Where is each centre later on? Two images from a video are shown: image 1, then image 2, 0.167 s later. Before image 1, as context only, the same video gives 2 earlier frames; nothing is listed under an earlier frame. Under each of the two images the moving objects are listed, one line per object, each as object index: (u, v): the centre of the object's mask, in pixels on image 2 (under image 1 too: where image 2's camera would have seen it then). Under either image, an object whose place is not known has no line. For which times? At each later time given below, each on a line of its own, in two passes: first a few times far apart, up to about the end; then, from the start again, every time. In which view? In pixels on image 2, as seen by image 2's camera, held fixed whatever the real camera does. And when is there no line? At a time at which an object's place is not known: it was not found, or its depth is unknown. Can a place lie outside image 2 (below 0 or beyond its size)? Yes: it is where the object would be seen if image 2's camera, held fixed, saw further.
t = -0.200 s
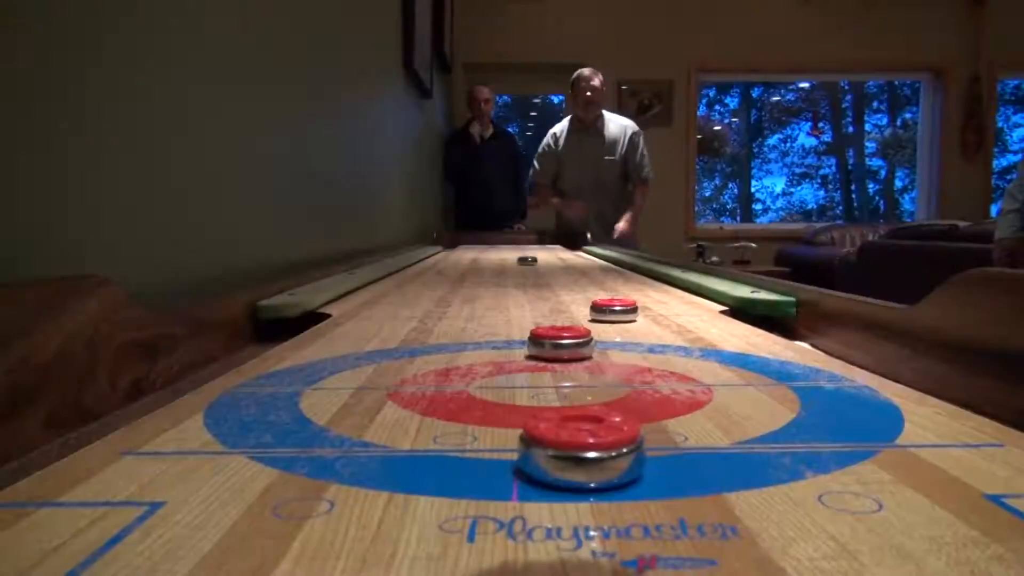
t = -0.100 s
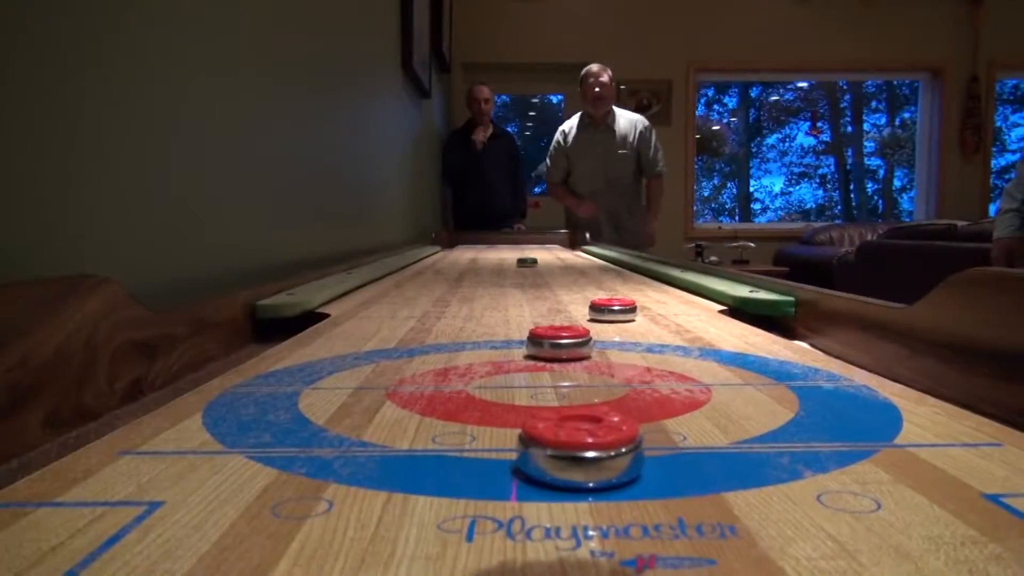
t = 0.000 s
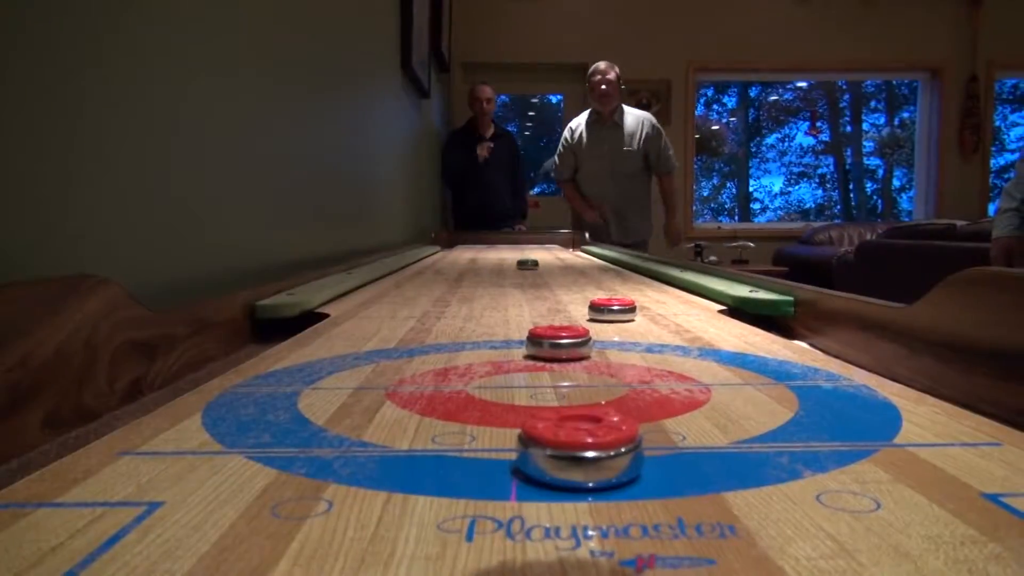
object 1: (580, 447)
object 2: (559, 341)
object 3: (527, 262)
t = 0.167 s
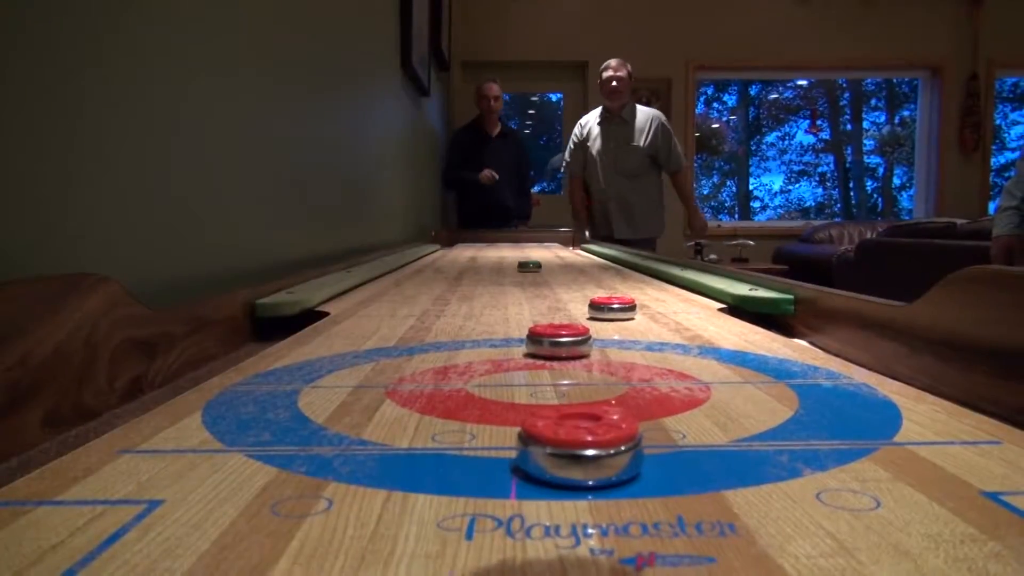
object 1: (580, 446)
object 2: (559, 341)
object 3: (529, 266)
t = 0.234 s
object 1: (581, 446)
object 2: (559, 341)
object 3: (530, 268)
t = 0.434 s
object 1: (581, 446)
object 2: (559, 341)
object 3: (532, 274)
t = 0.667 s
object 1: (580, 447)
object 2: (559, 341)
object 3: (536, 283)
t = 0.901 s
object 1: (580, 447)
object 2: (559, 341)
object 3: (539, 294)
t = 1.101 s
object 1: (580, 447)
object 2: (559, 341)
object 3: (541, 306)
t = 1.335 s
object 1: (579, 446)
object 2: (559, 341)
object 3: (537, 321)
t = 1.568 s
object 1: (579, 447)
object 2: (593, 368)
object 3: (525, 332)
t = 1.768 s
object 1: (579, 446)
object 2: (652, 406)
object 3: (518, 333)
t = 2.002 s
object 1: (519, 469)
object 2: (797, 458)
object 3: (517, 333)
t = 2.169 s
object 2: (941, 495)
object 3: (517, 333)
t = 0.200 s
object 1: (580, 446)
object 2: (559, 341)
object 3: (529, 267)
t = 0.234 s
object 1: (581, 446)
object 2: (559, 341)
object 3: (530, 268)
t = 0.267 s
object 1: (581, 446)
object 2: (559, 341)
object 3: (530, 269)
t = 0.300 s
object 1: (581, 446)
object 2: (559, 341)
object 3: (531, 270)
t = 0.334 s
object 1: (581, 446)
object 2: (559, 341)
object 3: (531, 271)
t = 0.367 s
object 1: (581, 446)
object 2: (559, 341)
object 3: (532, 272)
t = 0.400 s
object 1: (581, 446)
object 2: (559, 341)
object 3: (532, 273)
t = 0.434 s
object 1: (581, 446)
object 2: (559, 341)
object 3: (532, 274)
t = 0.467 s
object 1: (581, 446)
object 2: (559, 341)
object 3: (533, 275)
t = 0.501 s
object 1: (580, 446)
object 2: (559, 341)
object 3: (533, 276)
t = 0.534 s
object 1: (580, 447)
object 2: (559, 341)
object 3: (534, 277)
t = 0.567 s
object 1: (580, 447)
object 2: (559, 341)
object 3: (534, 278)
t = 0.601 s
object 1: (580, 447)
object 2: (559, 341)
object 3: (535, 280)
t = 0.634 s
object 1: (580, 447)
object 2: (559, 341)
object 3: (535, 281)
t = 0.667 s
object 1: (580, 447)
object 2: (559, 341)
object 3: (536, 283)
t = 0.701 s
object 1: (580, 447)
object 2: (559, 341)
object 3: (536, 284)
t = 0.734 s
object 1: (580, 447)
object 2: (559, 341)
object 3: (537, 285)
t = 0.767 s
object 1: (580, 447)
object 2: (559, 341)
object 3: (537, 287)
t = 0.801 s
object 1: (580, 447)
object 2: (559, 341)
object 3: (537, 289)
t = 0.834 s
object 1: (580, 447)
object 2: (559, 341)
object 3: (538, 290)
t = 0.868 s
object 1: (580, 447)
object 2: (559, 341)
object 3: (538, 292)
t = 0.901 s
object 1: (580, 447)
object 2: (559, 341)
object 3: (539, 294)
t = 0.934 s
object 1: (580, 447)
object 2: (559, 341)
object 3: (539, 295)
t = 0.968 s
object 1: (580, 447)
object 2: (559, 341)
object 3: (539, 297)
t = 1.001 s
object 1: (580, 447)
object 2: (559, 341)
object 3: (540, 299)
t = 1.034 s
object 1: (580, 447)
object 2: (559, 341)
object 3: (540, 301)
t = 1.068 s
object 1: (580, 447)
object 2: (559, 341)
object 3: (541, 304)
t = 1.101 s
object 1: (580, 447)
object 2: (559, 341)
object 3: (541, 306)
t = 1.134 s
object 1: (580, 447)
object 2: (559, 341)
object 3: (542, 309)
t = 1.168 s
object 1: (580, 447)
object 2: (559, 341)
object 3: (542, 311)
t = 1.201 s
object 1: (580, 447)
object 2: (559, 341)
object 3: (541, 313)
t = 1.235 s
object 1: (579, 447)
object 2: (559, 341)
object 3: (540, 314)
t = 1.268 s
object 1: (579, 447)
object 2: (559, 341)
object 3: (540, 317)
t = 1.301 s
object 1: (579, 447)
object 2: (559, 341)
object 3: (538, 319)
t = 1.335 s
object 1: (579, 446)
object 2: (559, 341)
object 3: (537, 321)
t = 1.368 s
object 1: (579, 446)
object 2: (559, 341)
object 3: (534, 324)
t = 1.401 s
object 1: (579, 446)
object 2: (562, 343)
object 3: (531, 327)
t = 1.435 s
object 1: (579, 447)
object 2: (567, 348)
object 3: (531, 328)
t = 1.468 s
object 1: (579, 447)
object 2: (574, 353)
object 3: (530, 330)
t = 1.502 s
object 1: (580, 446)
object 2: (579, 357)
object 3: (528, 331)
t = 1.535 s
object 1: (580, 447)
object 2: (586, 362)
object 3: (527, 332)
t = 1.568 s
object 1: (579, 447)
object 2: (593, 368)
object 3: (525, 332)
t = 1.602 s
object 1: (580, 447)
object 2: (600, 374)
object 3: (523, 332)
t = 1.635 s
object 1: (579, 447)
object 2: (608, 379)
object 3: (521, 332)
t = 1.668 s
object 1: (579, 447)
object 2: (616, 385)
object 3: (520, 333)
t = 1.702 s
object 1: (580, 447)
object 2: (628, 390)
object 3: (519, 333)
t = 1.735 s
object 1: (579, 447)
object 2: (639, 398)
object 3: (518, 333)
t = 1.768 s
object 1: (579, 446)
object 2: (652, 406)
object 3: (518, 333)
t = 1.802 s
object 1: (579, 446)
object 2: (664, 417)
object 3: (518, 333)
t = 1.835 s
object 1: (572, 451)
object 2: (678, 425)
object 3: (518, 333)
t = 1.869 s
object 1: (559, 457)
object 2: (697, 432)
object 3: (517, 333)
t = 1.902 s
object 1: (547, 461)
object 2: (721, 438)
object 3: (517, 333)
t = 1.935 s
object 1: (536, 464)
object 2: (746, 446)
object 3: (517, 333)
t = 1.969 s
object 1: (527, 467)
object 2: (771, 452)
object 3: (517, 333)
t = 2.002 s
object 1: (519, 469)
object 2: (797, 458)
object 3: (517, 333)
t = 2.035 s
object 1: (512, 472)
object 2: (824, 466)
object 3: (517, 333)
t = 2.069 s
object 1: (505, 473)
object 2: (854, 472)
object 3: (517, 333)
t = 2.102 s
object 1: (500, 475)
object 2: (882, 480)
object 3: (517, 333)
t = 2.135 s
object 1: (496, 476)
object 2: (911, 488)
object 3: (517, 333)
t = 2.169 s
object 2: (941, 495)
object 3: (517, 333)
